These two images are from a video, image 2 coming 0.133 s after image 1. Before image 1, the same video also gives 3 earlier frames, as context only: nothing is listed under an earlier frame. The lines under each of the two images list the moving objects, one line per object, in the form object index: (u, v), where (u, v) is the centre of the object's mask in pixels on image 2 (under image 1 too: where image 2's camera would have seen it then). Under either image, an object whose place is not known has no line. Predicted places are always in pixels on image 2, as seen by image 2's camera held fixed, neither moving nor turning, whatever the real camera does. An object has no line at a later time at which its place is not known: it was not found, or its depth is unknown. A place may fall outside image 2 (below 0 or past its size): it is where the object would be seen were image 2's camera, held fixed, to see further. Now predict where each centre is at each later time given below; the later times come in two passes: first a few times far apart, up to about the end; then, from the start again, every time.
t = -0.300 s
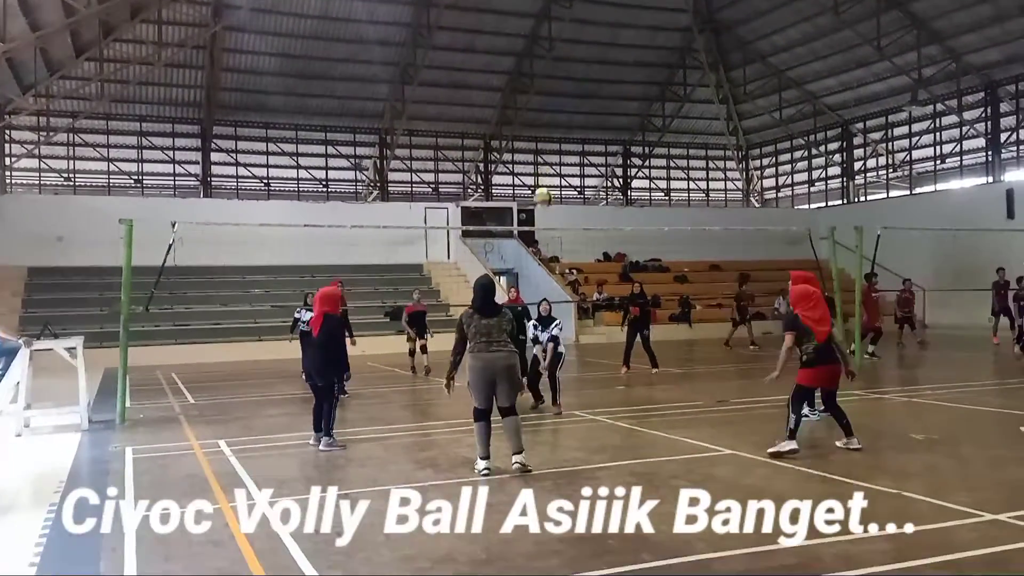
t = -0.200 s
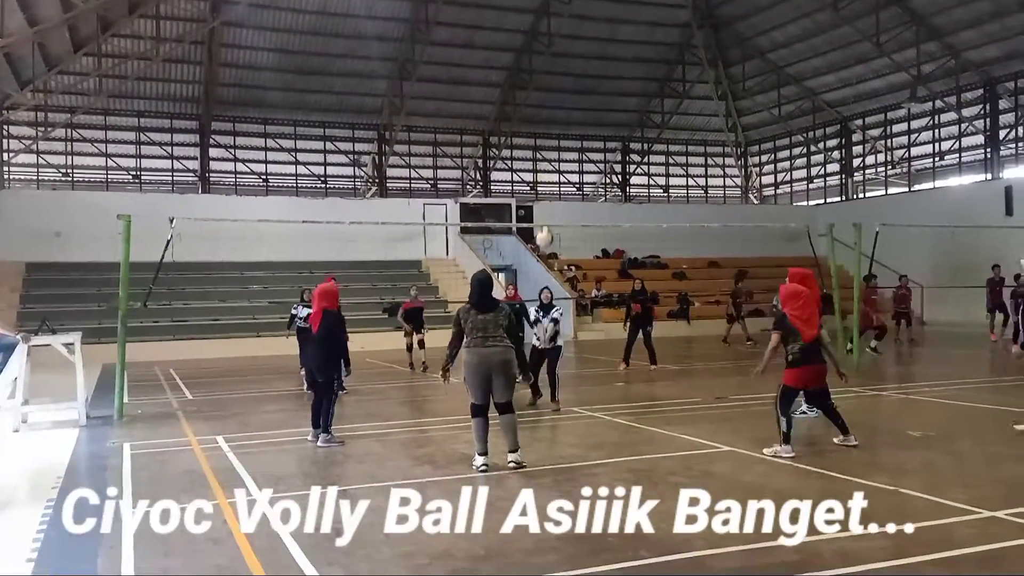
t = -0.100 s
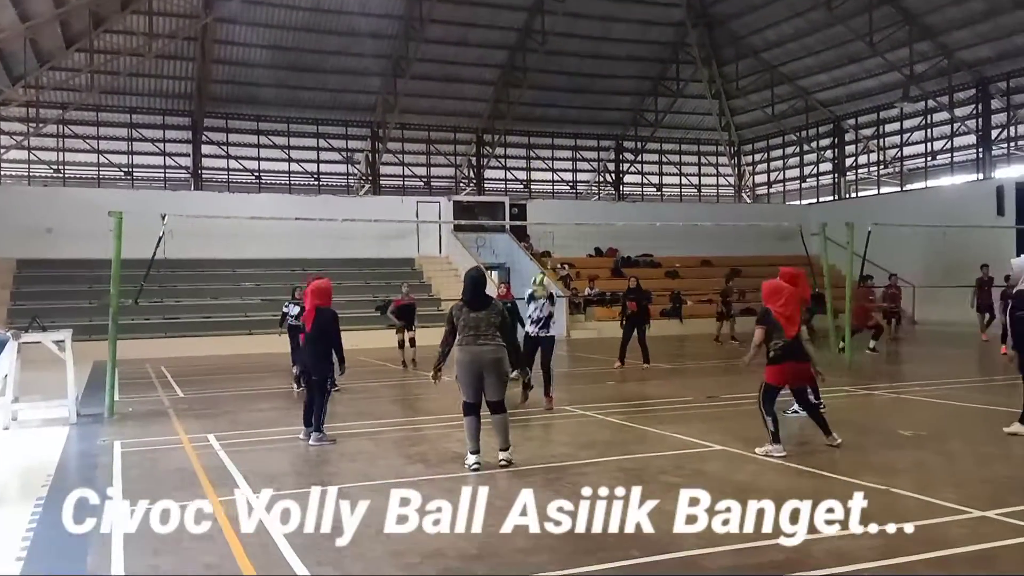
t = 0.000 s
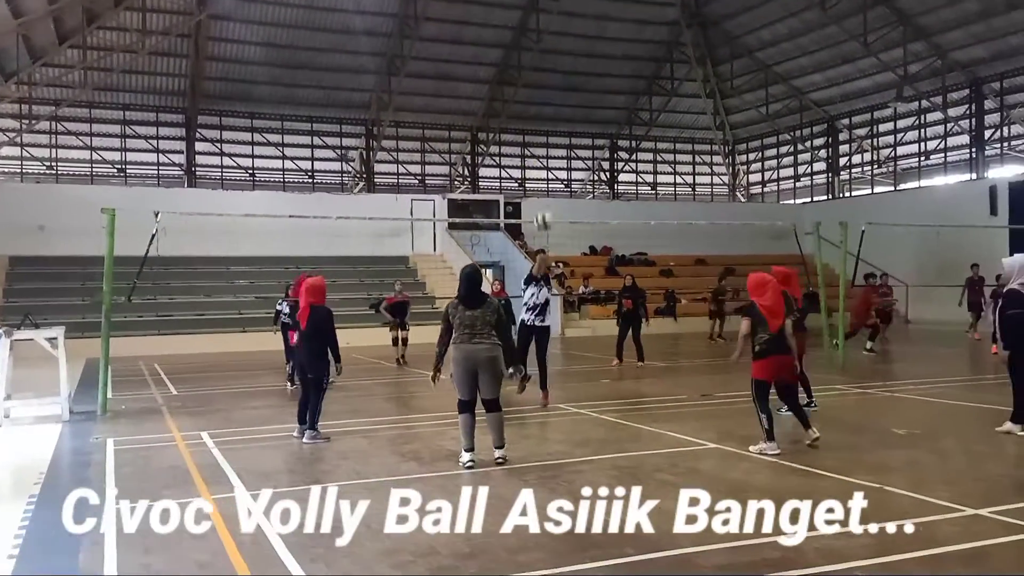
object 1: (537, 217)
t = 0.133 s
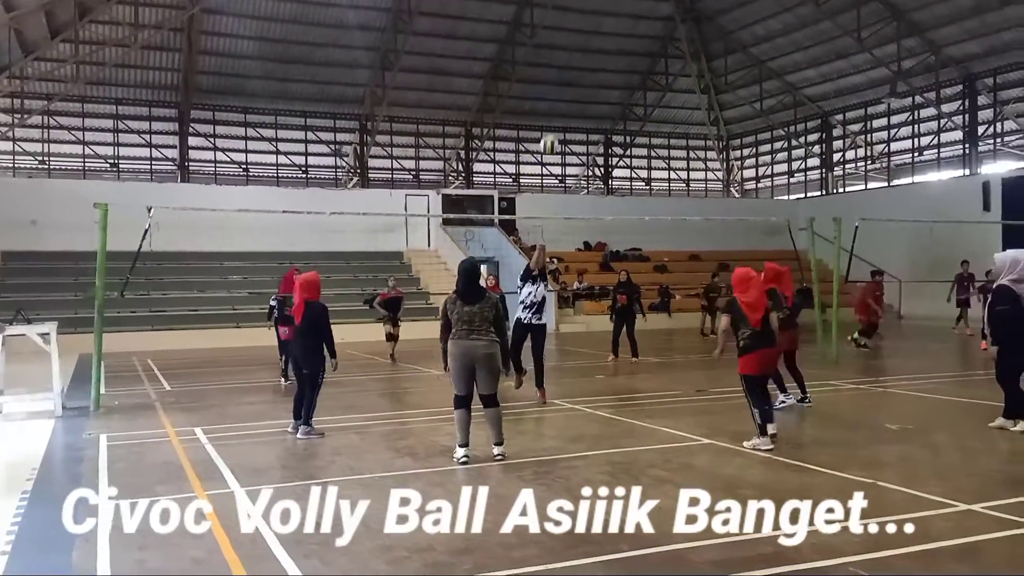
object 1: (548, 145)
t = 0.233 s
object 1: (558, 103)
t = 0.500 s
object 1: (581, 38)
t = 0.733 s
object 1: (601, 31)
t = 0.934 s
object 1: (617, 62)
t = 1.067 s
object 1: (628, 100)
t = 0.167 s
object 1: (552, 130)
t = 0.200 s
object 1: (555, 114)
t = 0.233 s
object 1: (558, 103)
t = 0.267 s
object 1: (560, 91)
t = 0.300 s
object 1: (563, 79)
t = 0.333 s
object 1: (566, 70)
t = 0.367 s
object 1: (570, 62)
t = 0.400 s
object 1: (572, 55)
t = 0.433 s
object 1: (575, 47)
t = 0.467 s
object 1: (578, 42)
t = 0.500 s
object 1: (581, 38)
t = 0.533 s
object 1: (584, 33)
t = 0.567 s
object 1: (587, 31)
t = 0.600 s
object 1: (590, 29)
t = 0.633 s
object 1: (592, 28)
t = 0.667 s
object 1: (595, 28)
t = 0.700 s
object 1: (598, 30)
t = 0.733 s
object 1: (601, 31)
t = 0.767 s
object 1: (604, 34)
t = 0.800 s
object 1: (607, 38)
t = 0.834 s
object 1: (609, 43)
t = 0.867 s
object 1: (612, 48)
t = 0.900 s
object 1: (615, 55)
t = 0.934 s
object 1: (617, 62)
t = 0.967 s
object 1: (620, 70)
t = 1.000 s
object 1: (623, 79)
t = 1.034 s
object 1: (625, 89)
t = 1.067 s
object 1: (628, 100)
